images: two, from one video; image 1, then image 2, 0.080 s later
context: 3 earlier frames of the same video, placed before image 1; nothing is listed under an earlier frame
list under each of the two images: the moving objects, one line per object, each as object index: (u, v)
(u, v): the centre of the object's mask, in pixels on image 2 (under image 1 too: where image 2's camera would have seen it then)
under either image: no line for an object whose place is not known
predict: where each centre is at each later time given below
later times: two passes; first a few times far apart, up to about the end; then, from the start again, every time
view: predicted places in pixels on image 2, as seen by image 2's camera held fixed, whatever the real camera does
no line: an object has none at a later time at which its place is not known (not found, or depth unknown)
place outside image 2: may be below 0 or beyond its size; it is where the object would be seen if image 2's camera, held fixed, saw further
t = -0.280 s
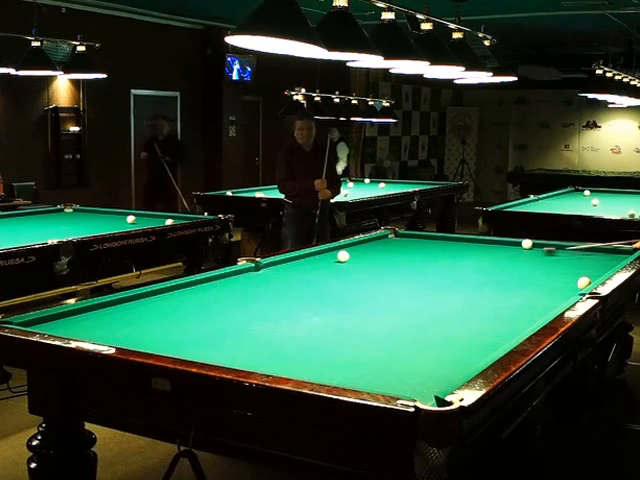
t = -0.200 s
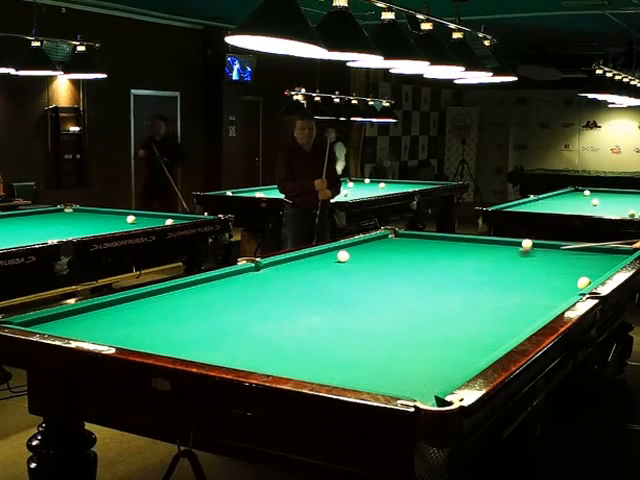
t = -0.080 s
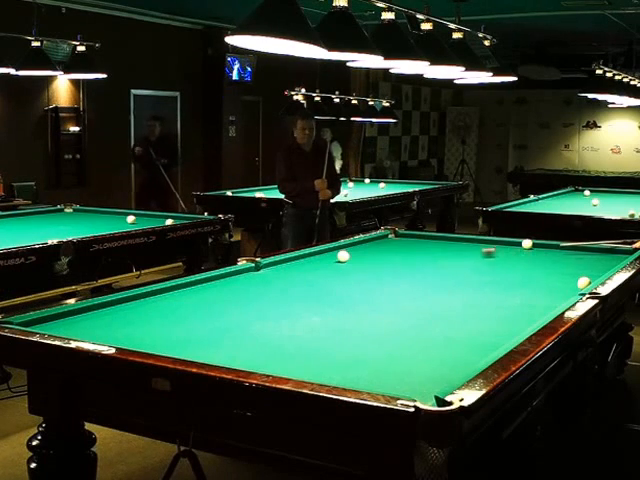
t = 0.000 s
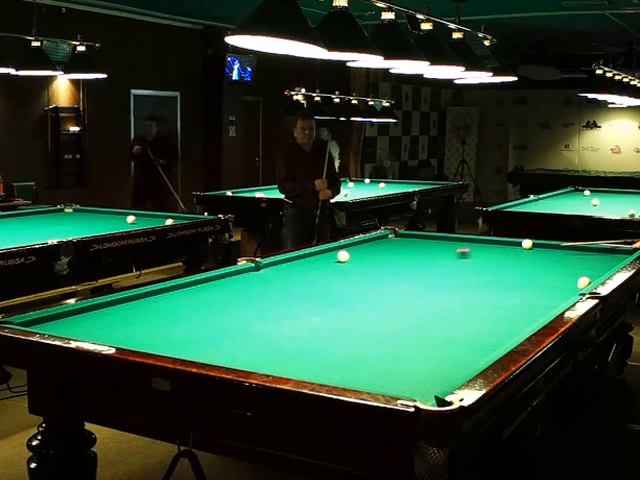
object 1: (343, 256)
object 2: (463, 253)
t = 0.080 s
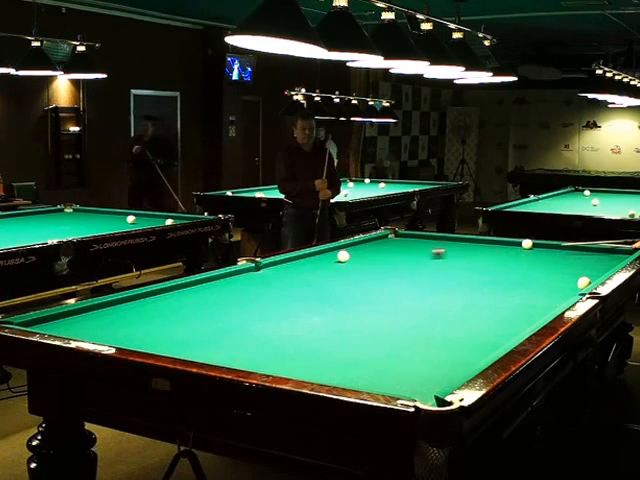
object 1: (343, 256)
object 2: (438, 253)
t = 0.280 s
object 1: (343, 256)
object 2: (373, 255)
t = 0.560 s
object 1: (313, 261)
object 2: (320, 252)
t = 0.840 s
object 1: (278, 267)
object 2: (354, 255)
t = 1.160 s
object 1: (236, 274)
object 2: (389, 258)
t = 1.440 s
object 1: (199, 281)
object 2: (420, 260)
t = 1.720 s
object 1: (174, 289)
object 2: (451, 262)
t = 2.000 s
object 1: (147, 297)
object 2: (482, 264)
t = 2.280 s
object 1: (118, 306)
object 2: (512, 267)
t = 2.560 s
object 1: (86, 316)
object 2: (543, 269)
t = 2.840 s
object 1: (52, 325)
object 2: (573, 271)
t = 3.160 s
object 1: (67, 325)
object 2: (597, 272)
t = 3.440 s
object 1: (91, 319)
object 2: (582, 271)
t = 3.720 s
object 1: (113, 315)
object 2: (567, 269)
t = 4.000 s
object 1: (132, 310)
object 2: (554, 268)
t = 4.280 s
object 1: (151, 306)
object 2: (541, 267)
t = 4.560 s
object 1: (167, 303)
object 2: (529, 265)
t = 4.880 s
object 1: (184, 299)
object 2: (517, 264)
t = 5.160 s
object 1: (197, 296)
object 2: (509, 264)
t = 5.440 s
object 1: (209, 293)
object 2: (500, 263)
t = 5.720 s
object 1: (219, 291)
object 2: (493, 262)
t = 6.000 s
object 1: (229, 289)
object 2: (486, 262)
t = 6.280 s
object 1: (237, 287)
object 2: (480, 261)
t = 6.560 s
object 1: (245, 285)
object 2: (476, 260)
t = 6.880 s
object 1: (253, 284)
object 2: (471, 260)
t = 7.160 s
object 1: (259, 282)
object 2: (467, 259)
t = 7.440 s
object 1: (264, 281)
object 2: (465, 259)
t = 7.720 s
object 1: (269, 280)
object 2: (463, 259)
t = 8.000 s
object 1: (273, 279)
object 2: (463, 259)
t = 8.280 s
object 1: (276, 278)
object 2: (463, 259)
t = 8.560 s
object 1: (279, 278)
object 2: (462, 259)
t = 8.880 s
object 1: (281, 277)
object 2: (462, 259)
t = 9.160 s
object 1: (282, 277)
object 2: (462, 259)
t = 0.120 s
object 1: (343, 256)
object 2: (425, 253)
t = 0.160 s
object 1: (343, 256)
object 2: (412, 254)
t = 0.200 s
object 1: (343, 256)
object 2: (399, 254)
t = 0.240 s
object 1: (343, 256)
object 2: (386, 254)
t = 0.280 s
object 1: (343, 256)
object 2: (373, 255)
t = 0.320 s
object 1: (343, 256)
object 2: (361, 255)
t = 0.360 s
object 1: (342, 256)
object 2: (351, 255)
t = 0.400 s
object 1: (335, 257)
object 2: (344, 253)
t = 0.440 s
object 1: (329, 258)
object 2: (336, 252)
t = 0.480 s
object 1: (324, 259)
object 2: (328, 252)
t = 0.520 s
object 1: (318, 260)
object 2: (319, 252)
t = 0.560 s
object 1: (313, 261)
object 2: (320, 252)
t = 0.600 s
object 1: (308, 262)
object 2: (326, 253)
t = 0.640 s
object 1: (303, 263)
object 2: (331, 254)
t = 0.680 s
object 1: (298, 264)
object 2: (336, 254)
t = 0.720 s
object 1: (293, 265)
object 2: (341, 254)
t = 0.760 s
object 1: (288, 265)
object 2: (345, 254)
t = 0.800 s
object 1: (283, 266)
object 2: (349, 255)
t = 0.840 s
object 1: (278, 267)
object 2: (354, 255)
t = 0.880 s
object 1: (274, 268)
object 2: (358, 256)
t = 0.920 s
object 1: (268, 269)
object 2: (362, 256)
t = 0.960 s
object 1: (263, 270)
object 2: (367, 256)
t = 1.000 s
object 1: (258, 270)
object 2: (371, 256)
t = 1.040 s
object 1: (253, 271)
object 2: (376, 257)
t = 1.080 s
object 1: (247, 272)
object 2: (380, 257)
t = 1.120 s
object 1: (242, 273)
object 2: (385, 258)
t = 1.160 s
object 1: (236, 274)
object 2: (389, 258)
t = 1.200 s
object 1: (231, 275)
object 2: (393, 258)
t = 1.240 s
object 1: (225, 276)
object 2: (398, 258)
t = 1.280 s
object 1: (220, 277)
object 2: (403, 259)
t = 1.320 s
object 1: (214, 278)
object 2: (407, 259)
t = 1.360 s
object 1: (209, 279)
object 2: (411, 259)
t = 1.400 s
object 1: (203, 280)
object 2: (416, 260)
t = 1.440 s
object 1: (199, 281)
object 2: (420, 260)
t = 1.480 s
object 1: (196, 282)
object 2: (425, 261)
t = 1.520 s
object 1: (192, 283)
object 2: (429, 261)
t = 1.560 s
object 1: (189, 284)
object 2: (433, 261)
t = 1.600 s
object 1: (185, 285)
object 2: (438, 261)
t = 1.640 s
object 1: (182, 286)
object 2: (442, 262)
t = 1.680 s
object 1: (178, 287)
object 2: (447, 262)
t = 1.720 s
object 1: (174, 289)
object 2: (451, 262)
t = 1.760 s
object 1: (170, 290)
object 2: (456, 263)
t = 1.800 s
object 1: (167, 291)
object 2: (460, 263)
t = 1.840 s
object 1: (163, 292)
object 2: (464, 263)
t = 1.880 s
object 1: (159, 293)
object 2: (469, 263)
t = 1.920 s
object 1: (155, 295)
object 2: (473, 264)
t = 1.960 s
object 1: (151, 296)
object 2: (478, 264)
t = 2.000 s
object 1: (147, 297)
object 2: (482, 264)
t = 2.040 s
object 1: (143, 298)
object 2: (486, 265)
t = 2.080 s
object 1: (139, 300)
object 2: (491, 265)
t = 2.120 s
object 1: (135, 301)
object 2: (495, 265)
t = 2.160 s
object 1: (130, 302)
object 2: (499, 266)
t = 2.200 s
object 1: (126, 304)
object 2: (504, 266)
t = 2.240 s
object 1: (122, 305)
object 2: (508, 266)
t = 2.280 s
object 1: (118, 306)
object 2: (512, 267)
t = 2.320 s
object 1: (113, 308)
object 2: (517, 267)
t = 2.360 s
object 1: (109, 309)
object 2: (521, 267)
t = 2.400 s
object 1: (104, 311)
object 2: (526, 267)
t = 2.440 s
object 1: (100, 312)
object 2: (530, 268)
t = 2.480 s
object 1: (95, 313)
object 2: (534, 268)
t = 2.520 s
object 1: (91, 315)
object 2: (539, 268)
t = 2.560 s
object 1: (86, 316)
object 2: (543, 269)
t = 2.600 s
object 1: (81, 318)
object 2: (548, 269)
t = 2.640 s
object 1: (77, 319)
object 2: (552, 269)
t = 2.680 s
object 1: (72, 321)
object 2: (556, 270)
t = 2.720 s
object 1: (67, 322)
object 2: (560, 270)
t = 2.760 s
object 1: (62, 323)
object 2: (564, 270)
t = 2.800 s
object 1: (57, 324)
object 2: (569, 271)
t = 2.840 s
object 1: (52, 325)
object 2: (573, 271)
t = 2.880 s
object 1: (48, 326)
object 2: (577, 271)
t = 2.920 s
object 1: (45, 327)
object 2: (582, 271)
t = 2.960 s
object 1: (49, 327)
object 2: (586, 271)
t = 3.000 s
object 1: (53, 326)
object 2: (590, 272)
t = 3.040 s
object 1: (56, 326)
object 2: (594, 272)
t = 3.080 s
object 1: (60, 325)
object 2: (598, 272)
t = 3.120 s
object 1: (64, 325)
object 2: (599, 272)
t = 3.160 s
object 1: (67, 325)
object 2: (597, 272)
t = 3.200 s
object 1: (71, 323)
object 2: (595, 272)
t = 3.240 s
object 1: (74, 323)
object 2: (593, 272)
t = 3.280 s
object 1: (77, 322)
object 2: (591, 272)
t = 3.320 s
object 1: (81, 322)
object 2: (589, 272)
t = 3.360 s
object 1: (84, 321)
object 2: (586, 271)
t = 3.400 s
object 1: (87, 320)
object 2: (584, 271)
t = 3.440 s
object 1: (91, 319)
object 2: (582, 271)
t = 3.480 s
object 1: (94, 318)
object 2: (579, 270)
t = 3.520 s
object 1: (97, 318)
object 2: (577, 271)
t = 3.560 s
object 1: (101, 317)
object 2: (575, 271)
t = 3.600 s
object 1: (104, 317)
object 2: (573, 270)
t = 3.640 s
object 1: (107, 316)
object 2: (571, 270)
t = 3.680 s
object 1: (109, 315)
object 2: (569, 270)
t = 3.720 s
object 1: (113, 315)
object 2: (567, 269)
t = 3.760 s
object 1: (116, 314)
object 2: (565, 269)
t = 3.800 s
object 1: (119, 313)
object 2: (563, 269)
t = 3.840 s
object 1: (121, 313)
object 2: (561, 269)
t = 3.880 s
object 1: (124, 312)
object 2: (559, 269)
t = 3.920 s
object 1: (127, 311)
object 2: (557, 269)
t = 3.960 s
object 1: (130, 311)
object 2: (555, 269)
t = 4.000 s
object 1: (132, 310)
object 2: (554, 268)
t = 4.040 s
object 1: (135, 310)
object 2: (552, 268)
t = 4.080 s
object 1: (138, 309)
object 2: (550, 268)
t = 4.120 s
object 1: (141, 309)
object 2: (548, 268)
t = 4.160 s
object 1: (143, 308)
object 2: (546, 267)
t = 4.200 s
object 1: (145, 307)
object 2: (544, 267)
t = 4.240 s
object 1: (148, 307)
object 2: (543, 267)
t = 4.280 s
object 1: (151, 306)
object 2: (541, 267)
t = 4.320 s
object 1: (153, 306)
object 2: (539, 267)
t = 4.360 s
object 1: (155, 305)
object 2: (537, 267)
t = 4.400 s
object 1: (157, 305)
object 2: (536, 266)
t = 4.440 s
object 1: (160, 304)
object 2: (534, 266)
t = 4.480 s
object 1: (162, 304)
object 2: (533, 266)
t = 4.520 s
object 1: (164, 303)
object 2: (531, 266)
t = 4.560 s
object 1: (167, 303)
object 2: (529, 265)
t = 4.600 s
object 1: (169, 302)
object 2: (528, 265)
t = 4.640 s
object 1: (171, 302)
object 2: (526, 265)
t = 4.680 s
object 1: (173, 301)
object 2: (525, 265)
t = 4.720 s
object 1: (175, 301)
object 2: (523, 265)
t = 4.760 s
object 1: (177, 300)
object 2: (522, 265)
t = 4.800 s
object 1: (180, 300)
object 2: (520, 265)
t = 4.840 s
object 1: (182, 299)
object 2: (519, 265)
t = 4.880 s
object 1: (184, 299)
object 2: (517, 264)
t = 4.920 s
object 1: (186, 299)
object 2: (516, 264)
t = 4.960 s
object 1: (187, 298)
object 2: (515, 264)
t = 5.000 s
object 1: (189, 298)
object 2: (514, 264)
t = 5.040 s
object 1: (191, 297)
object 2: (512, 264)
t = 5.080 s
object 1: (193, 297)
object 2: (511, 264)
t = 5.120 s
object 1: (195, 296)
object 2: (510, 264)
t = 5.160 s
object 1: (197, 296)
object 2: (509, 264)
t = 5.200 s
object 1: (198, 296)
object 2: (508, 264)
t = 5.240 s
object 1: (200, 295)
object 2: (506, 263)
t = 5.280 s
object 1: (202, 295)
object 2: (505, 263)
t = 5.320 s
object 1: (204, 295)
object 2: (504, 263)
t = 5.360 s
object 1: (205, 294)
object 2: (503, 263)
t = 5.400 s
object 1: (207, 294)
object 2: (502, 263)
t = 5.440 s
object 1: (209, 293)
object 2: (500, 263)
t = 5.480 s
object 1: (210, 293)
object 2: (499, 263)
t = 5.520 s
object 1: (212, 293)
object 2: (498, 263)
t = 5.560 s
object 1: (213, 292)
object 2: (497, 263)
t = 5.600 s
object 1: (215, 292)
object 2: (496, 263)
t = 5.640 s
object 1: (216, 292)
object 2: (495, 262)
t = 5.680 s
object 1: (218, 291)
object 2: (494, 262)
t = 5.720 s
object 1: (219, 291)
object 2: (493, 262)
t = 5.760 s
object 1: (221, 291)
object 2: (492, 262)
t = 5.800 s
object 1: (222, 290)
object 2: (491, 262)
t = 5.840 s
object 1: (224, 290)
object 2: (490, 262)
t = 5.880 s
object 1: (225, 290)
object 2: (489, 262)
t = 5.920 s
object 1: (226, 289)
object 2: (488, 262)
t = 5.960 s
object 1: (227, 289)
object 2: (487, 262)
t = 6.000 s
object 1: (229, 289)
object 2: (486, 262)
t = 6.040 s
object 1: (230, 289)
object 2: (485, 261)
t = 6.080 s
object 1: (231, 288)
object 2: (485, 261)
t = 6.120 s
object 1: (233, 288)
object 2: (484, 261)
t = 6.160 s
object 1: (234, 288)
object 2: (483, 261)
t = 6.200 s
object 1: (235, 288)
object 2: (482, 261)
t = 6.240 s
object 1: (236, 287)
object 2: (481, 261)
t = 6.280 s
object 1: (237, 287)
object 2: (480, 261)
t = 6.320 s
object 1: (239, 287)
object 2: (480, 261)
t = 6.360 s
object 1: (240, 287)
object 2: (479, 261)
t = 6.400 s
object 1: (241, 286)
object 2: (478, 261)
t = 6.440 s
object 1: (242, 286)
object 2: (478, 261)
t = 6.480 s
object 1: (243, 286)
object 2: (477, 261)
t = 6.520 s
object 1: (244, 286)
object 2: (476, 260)
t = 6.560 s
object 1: (245, 285)
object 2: (476, 260)
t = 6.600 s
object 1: (247, 285)
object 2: (475, 260)
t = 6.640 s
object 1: (247, 285)
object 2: (474, 260)
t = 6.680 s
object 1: (249, 284)
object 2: (474, 260)
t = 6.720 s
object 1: (249, 284)
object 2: (473, 260)
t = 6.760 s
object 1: (250, 284)
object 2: (472, 260)
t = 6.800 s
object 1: (251, 284)
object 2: (472, 260)
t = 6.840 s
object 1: (252, 284)
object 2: (471, 260)
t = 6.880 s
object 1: (253, 284)
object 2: (471, 260)
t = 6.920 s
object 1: (254, 283)
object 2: (470, 260)
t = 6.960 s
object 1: (255, 283)
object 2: (470, 260)
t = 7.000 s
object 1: (256, 283)
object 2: (469, 260)
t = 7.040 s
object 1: (257, 283)
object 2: (469, 259)
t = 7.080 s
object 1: (258, 282)
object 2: (468, 259)
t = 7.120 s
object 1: (258, 282)
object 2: (468, 259)
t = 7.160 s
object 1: (259, 282)
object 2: (467, 259)
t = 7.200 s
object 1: (260, 282)
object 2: (467, 259)
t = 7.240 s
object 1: (261, 282)
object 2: (466, 259)
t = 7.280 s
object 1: (262, 282)
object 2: (466, 259)
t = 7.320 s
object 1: (262, 281)
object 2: (466, 259)
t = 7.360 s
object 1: (263, 281)
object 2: (465, 259)
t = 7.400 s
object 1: (264, 281)
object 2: (465, 259)
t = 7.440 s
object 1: (264, 281)
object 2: (465, 259)
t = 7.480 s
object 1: (265, 281)
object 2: (464, 259)
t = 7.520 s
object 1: (266, 280)
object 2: (464, 259)
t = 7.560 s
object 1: (267, 280)
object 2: (464, 259)
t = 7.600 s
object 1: (267, 280)
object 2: (464, 259)
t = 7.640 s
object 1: (268, 280)
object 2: (463, 259)
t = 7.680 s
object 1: (269, 280)
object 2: (463, 259)
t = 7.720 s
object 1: (269, 280)
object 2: (463, 259)
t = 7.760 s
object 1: (270, 280)
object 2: (463, 259)
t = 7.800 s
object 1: (271, 279)
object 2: (463, 259)
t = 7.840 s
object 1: (271, 279)
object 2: (463, 259)
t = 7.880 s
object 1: (271, 279)
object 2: (463, 259)
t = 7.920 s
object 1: (272, 279)
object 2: (463, 259)
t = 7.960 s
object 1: (272, 279)
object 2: (463, 259)
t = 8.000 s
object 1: (273, 279)
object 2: (463, 259)
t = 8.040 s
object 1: (273, 279)
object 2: (463, 259)
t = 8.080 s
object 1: (274, 279)
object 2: (463, 259)
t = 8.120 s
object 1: (274, 279)
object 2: (463, 259)
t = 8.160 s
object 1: (275, 279)
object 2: (463, 259)
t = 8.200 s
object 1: (275, 278)
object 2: (463, 259)
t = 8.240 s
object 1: (276, 278)
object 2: (463, 259)
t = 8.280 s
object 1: (276, 278)
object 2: (463, 259)
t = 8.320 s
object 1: (277, 278)
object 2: (463, 259)
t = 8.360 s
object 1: (277, 278)
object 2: (463, 259)
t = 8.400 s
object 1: (277, 278)
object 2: (463, 259)
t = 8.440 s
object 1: (278, 278)
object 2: (462, 259)
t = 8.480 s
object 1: (278, 278)
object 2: (462, 259)
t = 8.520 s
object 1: (278, 278)
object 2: (462, 259)
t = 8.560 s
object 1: (279, 278)
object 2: (462, 259)
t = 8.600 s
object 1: (279, 278)
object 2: (462, 259)
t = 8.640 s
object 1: (279, 278)
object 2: (462, 259)
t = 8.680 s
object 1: (279, 277)
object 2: (462, 259)
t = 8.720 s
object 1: (280, 277)
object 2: (462, 259)
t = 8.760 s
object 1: (280, 277)
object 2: (462, 259)
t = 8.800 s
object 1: (280, 277)
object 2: (462, 259)
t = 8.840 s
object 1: (281, 277)
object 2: (462, 259)
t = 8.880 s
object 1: (281, 277)
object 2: (462, 259)
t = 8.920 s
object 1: (281, 277)
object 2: (462, 259)
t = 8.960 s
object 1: (281, 277)
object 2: (462, 259)
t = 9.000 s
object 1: (281, 277)
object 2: (462, 259)
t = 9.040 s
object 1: (281, 277)
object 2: (462, 259)
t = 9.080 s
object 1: (282, 277)
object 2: (462, 259)
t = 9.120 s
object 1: (282, 277)
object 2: (462, 259)
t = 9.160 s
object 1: (282, 277)
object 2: (462, 259)
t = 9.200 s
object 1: (282, 277)
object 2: (462, 259)
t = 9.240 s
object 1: (282, 277)
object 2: (462, 259)
